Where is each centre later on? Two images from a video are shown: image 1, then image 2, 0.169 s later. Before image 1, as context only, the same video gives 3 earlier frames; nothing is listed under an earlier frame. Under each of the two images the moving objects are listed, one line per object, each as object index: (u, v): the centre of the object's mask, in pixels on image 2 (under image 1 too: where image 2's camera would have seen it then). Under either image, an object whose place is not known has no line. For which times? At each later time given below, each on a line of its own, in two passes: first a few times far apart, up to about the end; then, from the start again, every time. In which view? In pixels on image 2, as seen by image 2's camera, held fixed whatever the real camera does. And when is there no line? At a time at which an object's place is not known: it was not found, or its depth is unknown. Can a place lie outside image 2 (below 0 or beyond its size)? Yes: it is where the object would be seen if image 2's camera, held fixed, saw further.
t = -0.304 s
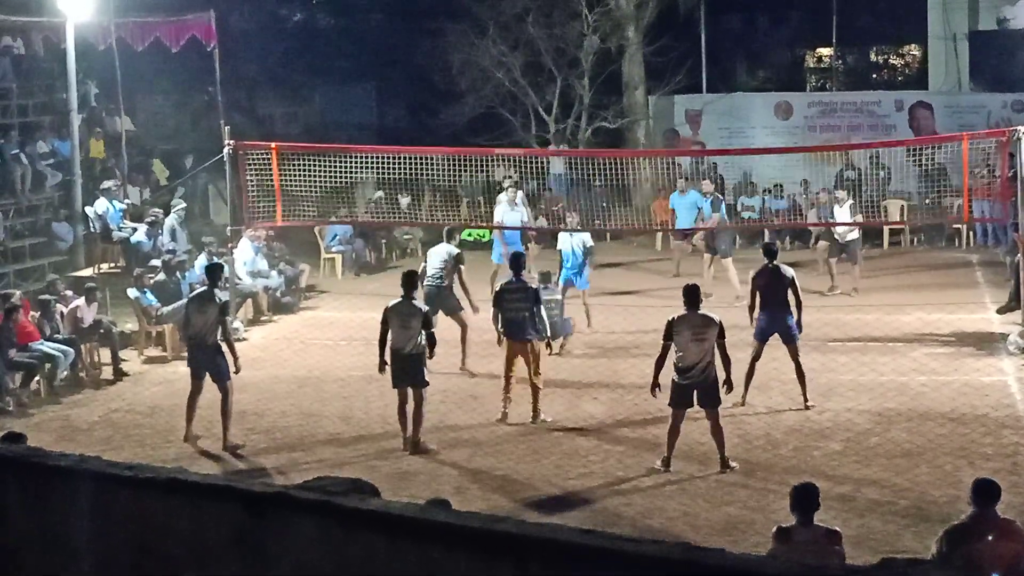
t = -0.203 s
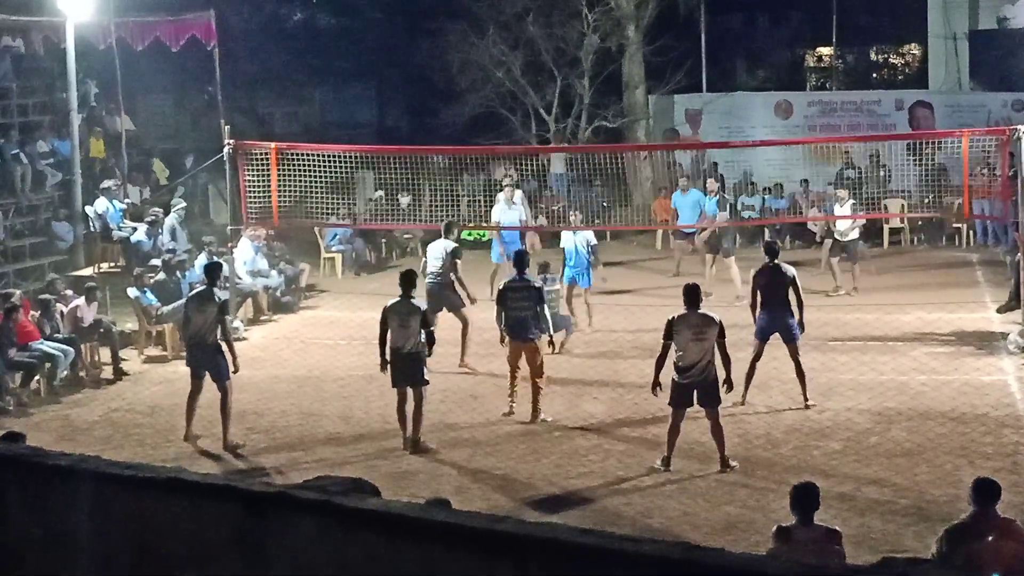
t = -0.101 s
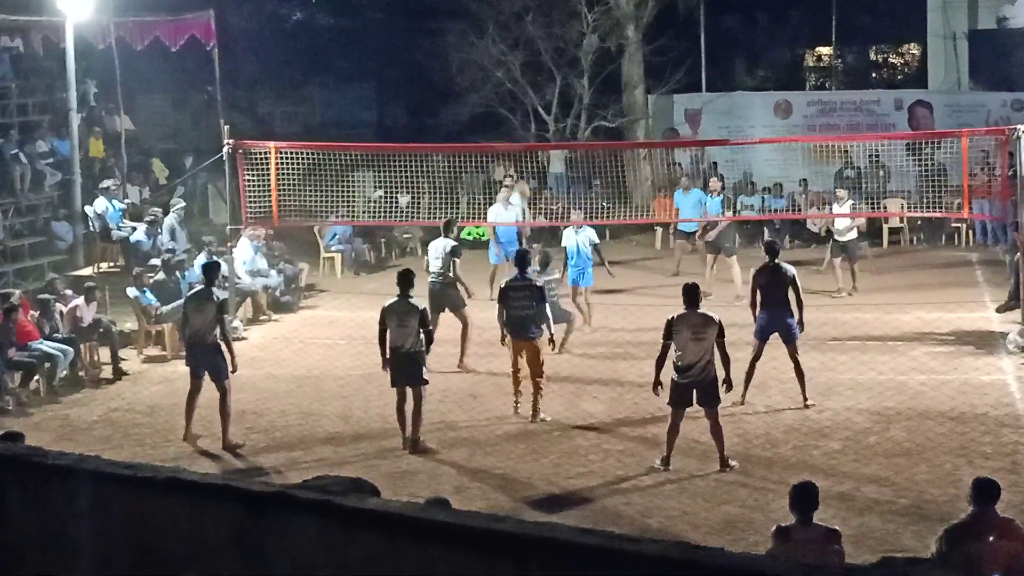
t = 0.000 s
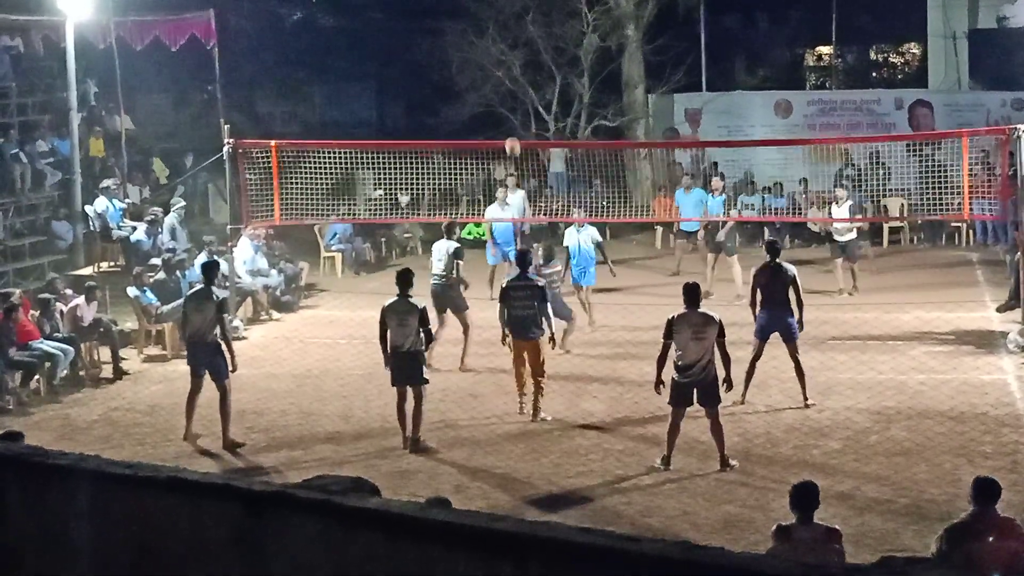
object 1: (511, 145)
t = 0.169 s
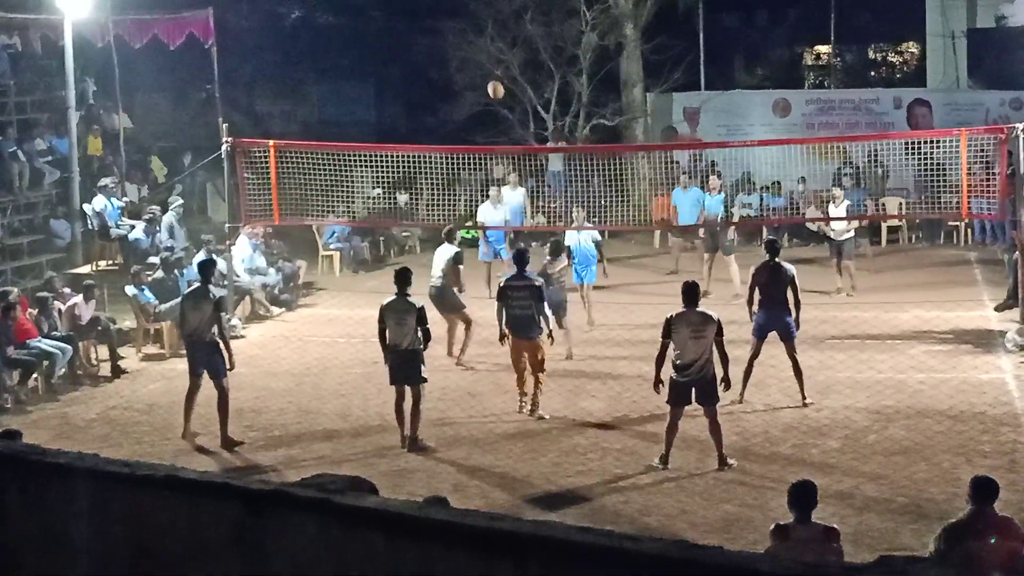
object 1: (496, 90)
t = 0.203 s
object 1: (492, 81)
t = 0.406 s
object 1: (474, 49)
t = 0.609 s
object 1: (457, 50)
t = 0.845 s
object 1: (439, 95)
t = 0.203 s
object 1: (492, 81)
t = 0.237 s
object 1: (489, 73)
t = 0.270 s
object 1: (486, 67)
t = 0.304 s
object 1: (483, 61)
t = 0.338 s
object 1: (480, 56)
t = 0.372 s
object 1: (477, 52)
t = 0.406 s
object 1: (474, 49)
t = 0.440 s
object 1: (471, 47)
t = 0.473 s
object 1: (468, 46)
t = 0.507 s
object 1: (466, 46)
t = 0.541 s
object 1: (463, 46)
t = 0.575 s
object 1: (460, 48)
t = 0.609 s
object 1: (457, 50)
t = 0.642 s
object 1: (455, 53)
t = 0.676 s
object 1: (452, 58)
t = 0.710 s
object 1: (449, 63)
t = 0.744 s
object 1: (447, 70)
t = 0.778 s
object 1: (444, 77)
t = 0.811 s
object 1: (441, 86)
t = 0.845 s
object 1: (439, 95)
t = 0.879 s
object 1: (437, 106)
